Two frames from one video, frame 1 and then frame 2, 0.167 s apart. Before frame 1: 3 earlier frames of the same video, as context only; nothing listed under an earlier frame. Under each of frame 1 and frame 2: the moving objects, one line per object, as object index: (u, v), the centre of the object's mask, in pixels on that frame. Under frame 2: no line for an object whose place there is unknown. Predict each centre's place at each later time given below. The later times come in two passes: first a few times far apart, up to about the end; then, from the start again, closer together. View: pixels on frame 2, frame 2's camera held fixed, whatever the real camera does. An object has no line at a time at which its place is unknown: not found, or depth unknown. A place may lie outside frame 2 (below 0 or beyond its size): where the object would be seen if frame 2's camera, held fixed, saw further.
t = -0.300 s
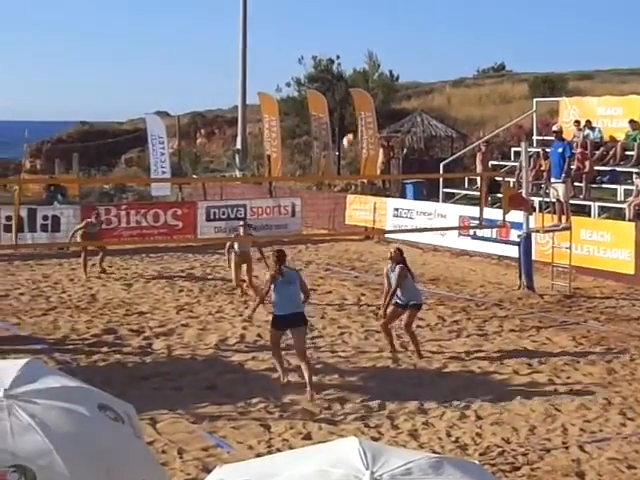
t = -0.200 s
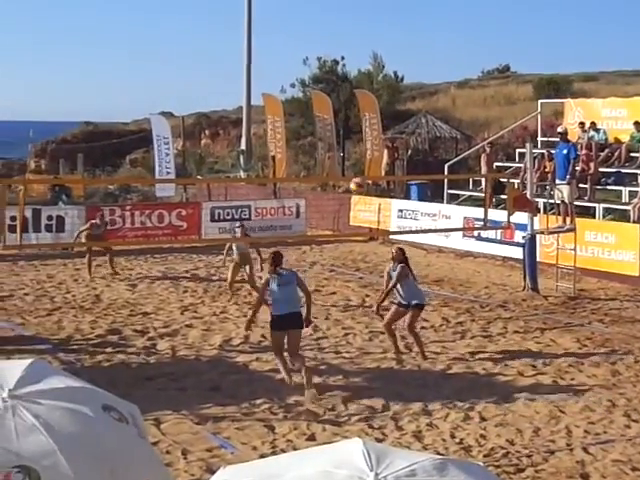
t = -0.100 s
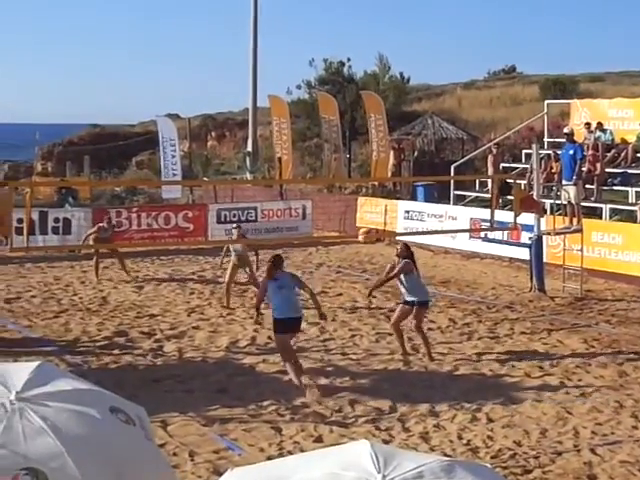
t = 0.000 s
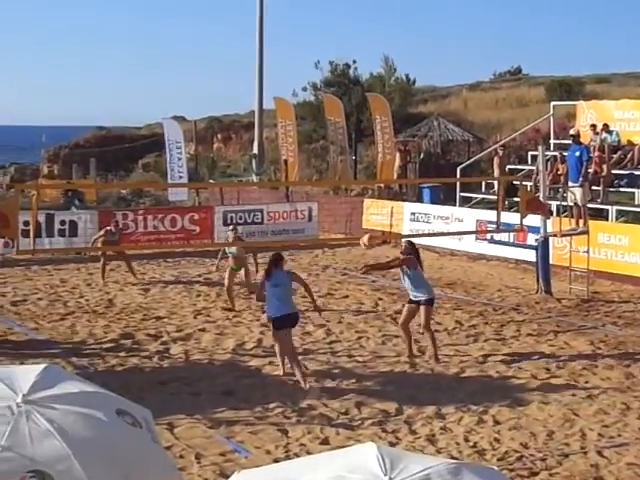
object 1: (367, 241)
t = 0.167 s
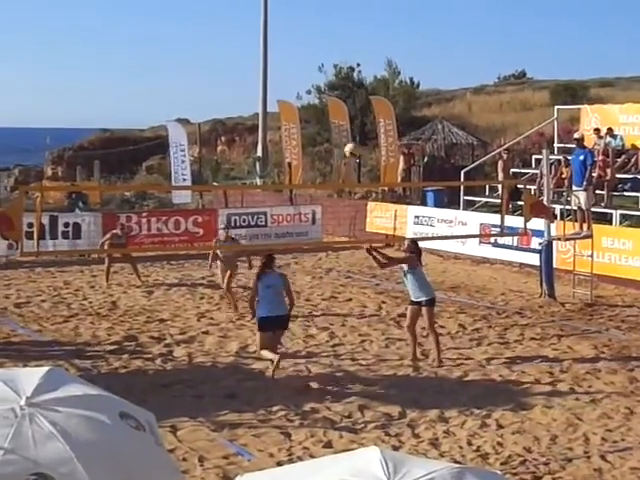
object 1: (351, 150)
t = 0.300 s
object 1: (333, 88)
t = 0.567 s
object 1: (303, 11)
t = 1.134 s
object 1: (233, 23)
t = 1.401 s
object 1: (202, 106)
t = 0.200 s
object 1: (348, 134)
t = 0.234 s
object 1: (343, 118)
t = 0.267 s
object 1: (339, 103)
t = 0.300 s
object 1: (333, 88)
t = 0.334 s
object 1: (331, 76)
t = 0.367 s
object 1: (327, 65)
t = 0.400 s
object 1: (323, 54)
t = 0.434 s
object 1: (319, 44)
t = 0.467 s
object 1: (315, 34)
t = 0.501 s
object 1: (311, 26)
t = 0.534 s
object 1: (307, 18)
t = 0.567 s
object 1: (303, 11)
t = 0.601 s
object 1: (299, 5)
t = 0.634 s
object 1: (295, 0)
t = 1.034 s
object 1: (245, 4)
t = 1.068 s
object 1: (241, 9)
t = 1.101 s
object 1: (237, 16)
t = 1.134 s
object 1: (233, 23)
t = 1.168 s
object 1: (229, 30)
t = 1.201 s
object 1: (225, 39)
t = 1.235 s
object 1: (221, 49)
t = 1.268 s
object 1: (217, 59)
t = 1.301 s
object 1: (213, 70)
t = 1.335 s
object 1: (210, 81)
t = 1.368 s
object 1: (206, 93)
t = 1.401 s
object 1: (202, 106)
